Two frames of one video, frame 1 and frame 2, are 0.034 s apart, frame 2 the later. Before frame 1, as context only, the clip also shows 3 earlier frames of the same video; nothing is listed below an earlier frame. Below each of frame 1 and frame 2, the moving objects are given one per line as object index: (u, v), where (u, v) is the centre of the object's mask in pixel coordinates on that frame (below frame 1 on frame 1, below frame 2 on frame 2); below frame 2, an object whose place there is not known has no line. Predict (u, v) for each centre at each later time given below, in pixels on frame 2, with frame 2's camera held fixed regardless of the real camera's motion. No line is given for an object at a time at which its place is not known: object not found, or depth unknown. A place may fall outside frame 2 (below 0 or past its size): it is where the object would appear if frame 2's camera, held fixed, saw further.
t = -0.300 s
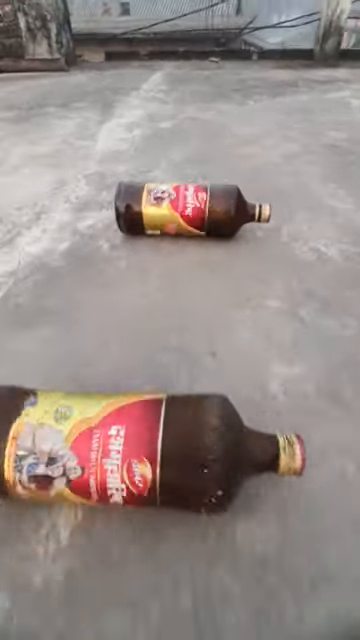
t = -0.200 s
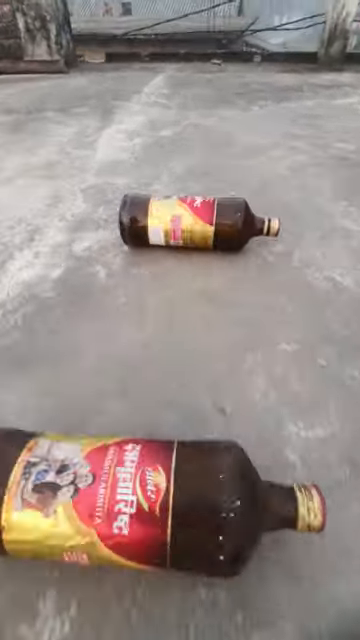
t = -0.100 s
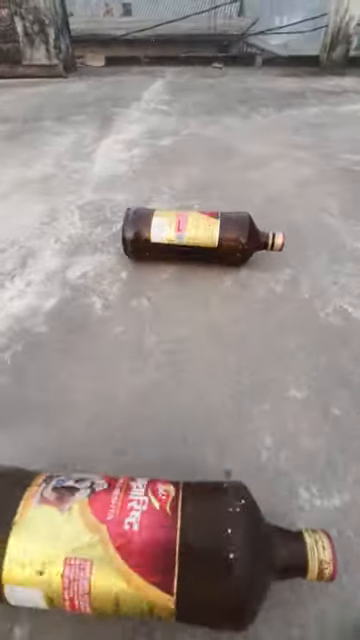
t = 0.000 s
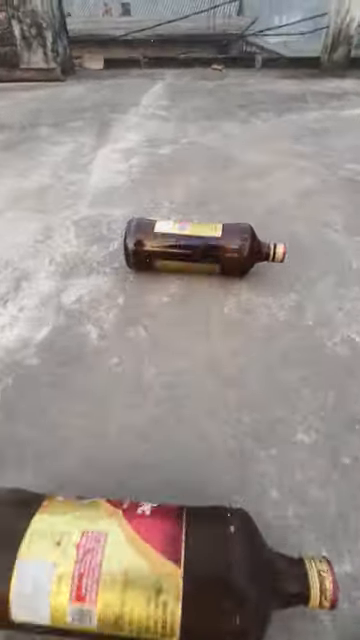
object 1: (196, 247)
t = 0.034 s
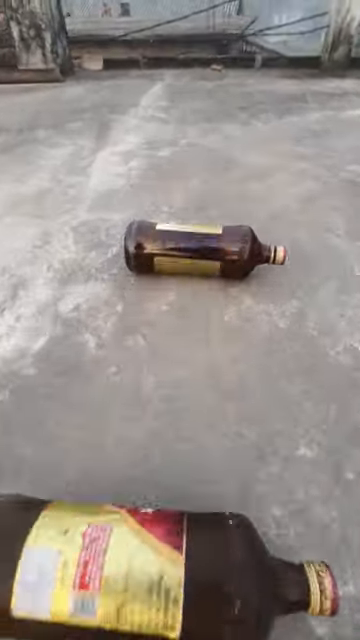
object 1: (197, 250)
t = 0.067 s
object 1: (197, 245)
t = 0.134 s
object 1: (198, 237)
